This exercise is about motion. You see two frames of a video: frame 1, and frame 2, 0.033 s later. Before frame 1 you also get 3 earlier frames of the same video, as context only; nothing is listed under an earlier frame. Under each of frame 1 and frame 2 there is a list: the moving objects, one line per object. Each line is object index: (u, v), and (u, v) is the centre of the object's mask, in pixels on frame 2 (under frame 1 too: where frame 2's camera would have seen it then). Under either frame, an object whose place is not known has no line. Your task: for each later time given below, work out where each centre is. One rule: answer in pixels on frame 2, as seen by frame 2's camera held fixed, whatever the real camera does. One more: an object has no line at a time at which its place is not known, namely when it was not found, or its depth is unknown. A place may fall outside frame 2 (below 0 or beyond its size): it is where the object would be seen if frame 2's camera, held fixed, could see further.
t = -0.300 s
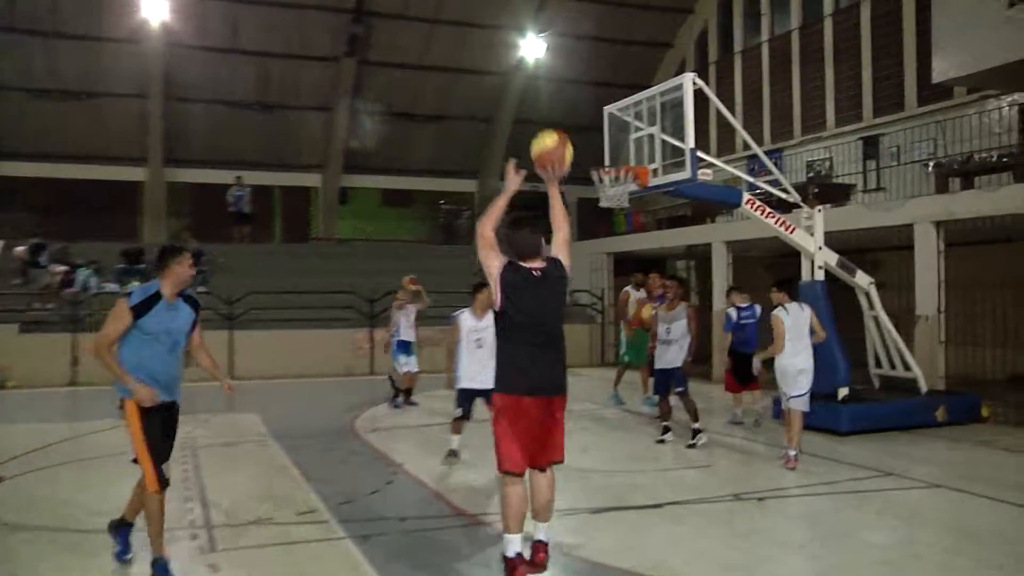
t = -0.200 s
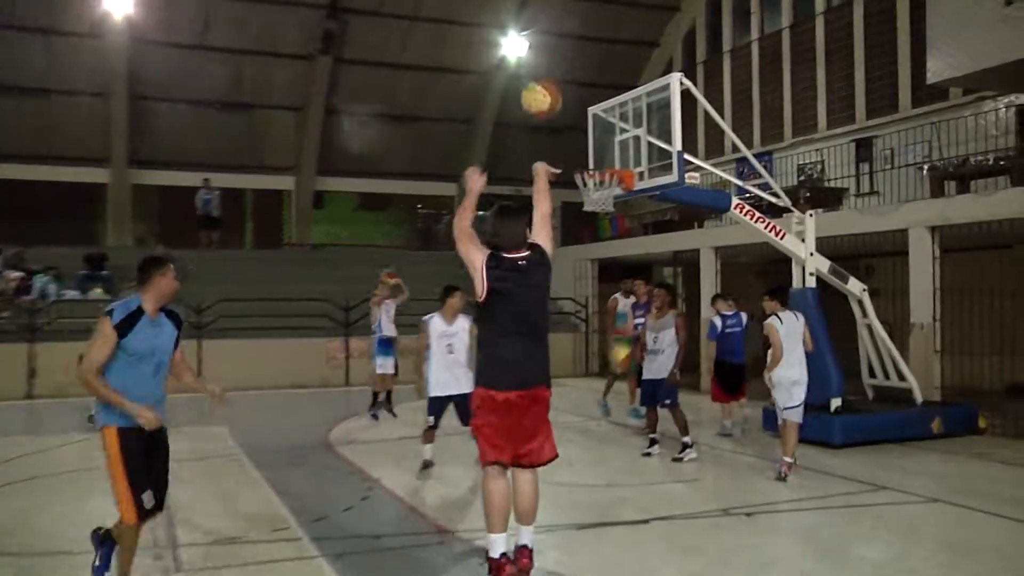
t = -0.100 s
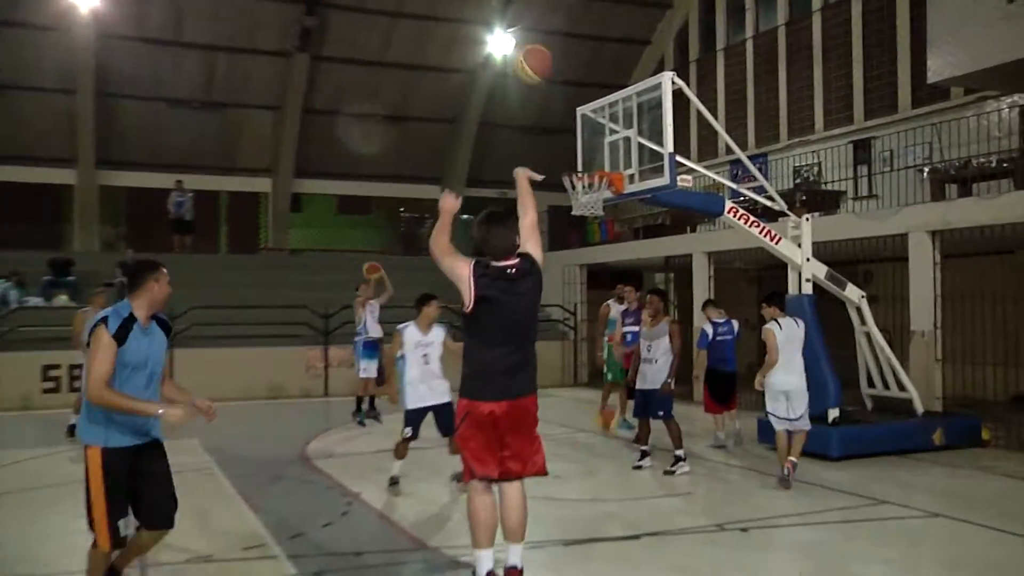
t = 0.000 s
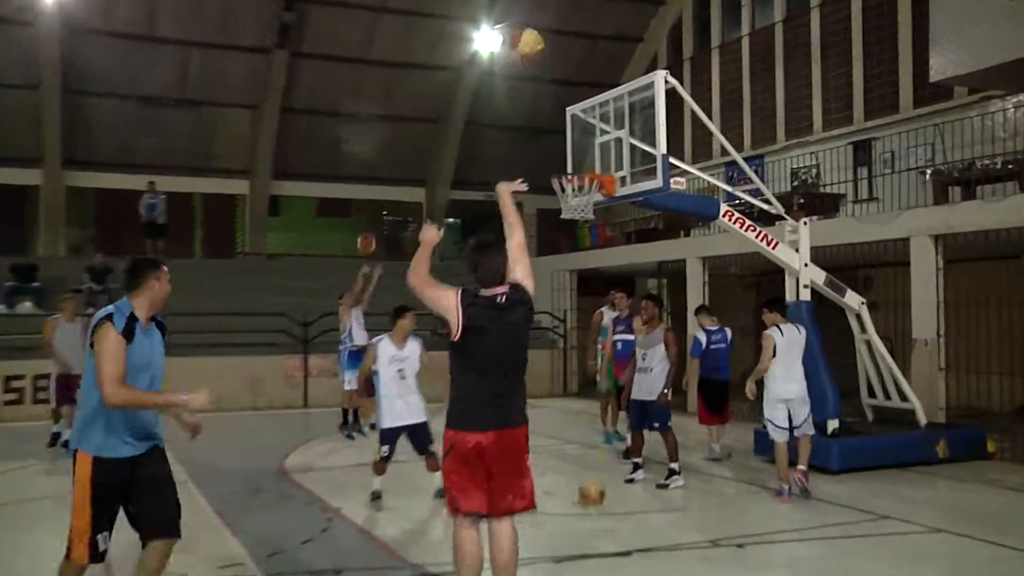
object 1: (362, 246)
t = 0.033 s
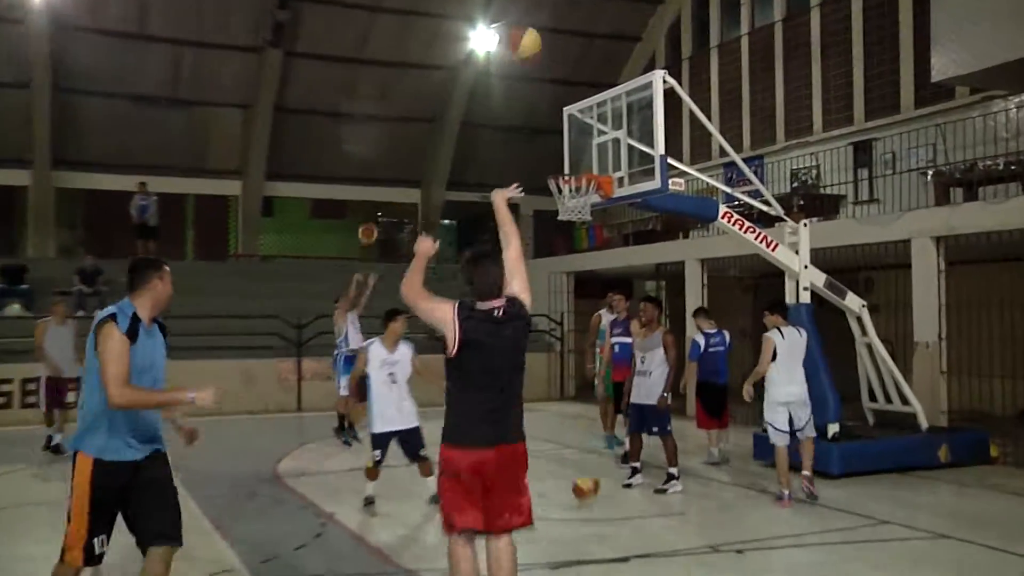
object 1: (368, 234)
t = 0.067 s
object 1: (373, 222)
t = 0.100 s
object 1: (379, 211)
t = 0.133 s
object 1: (386, 202)
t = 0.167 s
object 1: (392, 190)
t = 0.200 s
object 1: (399, 181)
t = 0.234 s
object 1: (406, 174)
